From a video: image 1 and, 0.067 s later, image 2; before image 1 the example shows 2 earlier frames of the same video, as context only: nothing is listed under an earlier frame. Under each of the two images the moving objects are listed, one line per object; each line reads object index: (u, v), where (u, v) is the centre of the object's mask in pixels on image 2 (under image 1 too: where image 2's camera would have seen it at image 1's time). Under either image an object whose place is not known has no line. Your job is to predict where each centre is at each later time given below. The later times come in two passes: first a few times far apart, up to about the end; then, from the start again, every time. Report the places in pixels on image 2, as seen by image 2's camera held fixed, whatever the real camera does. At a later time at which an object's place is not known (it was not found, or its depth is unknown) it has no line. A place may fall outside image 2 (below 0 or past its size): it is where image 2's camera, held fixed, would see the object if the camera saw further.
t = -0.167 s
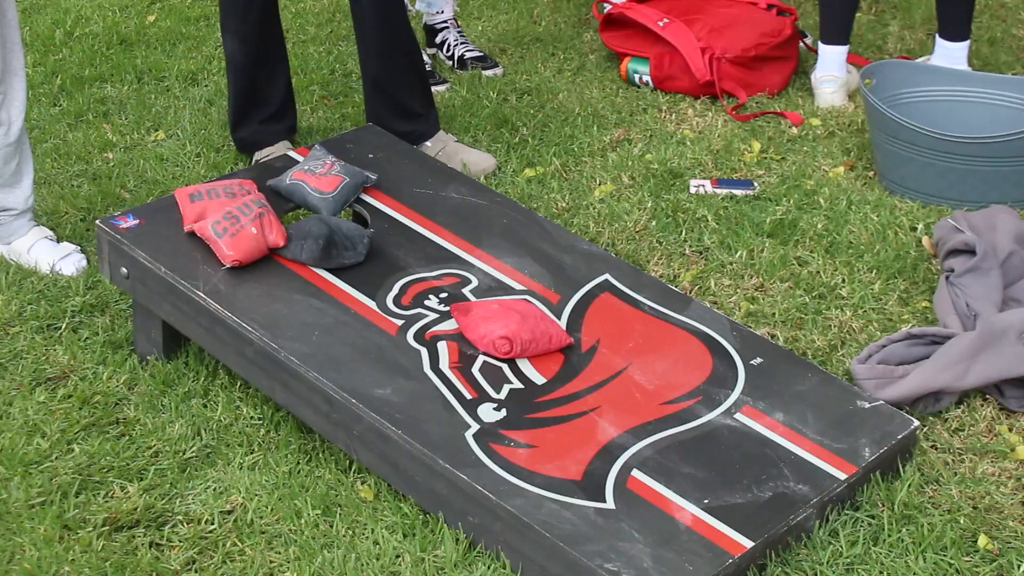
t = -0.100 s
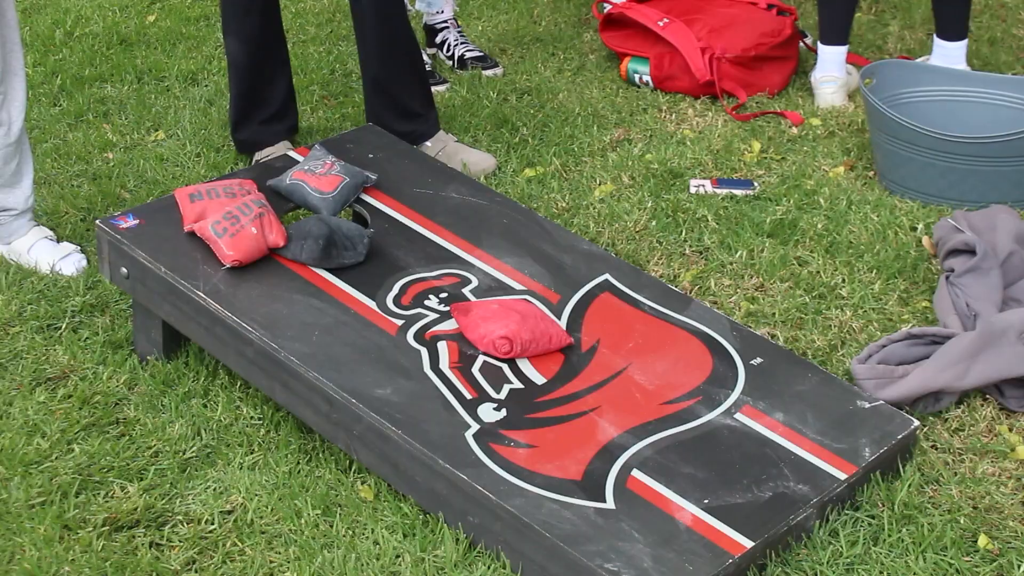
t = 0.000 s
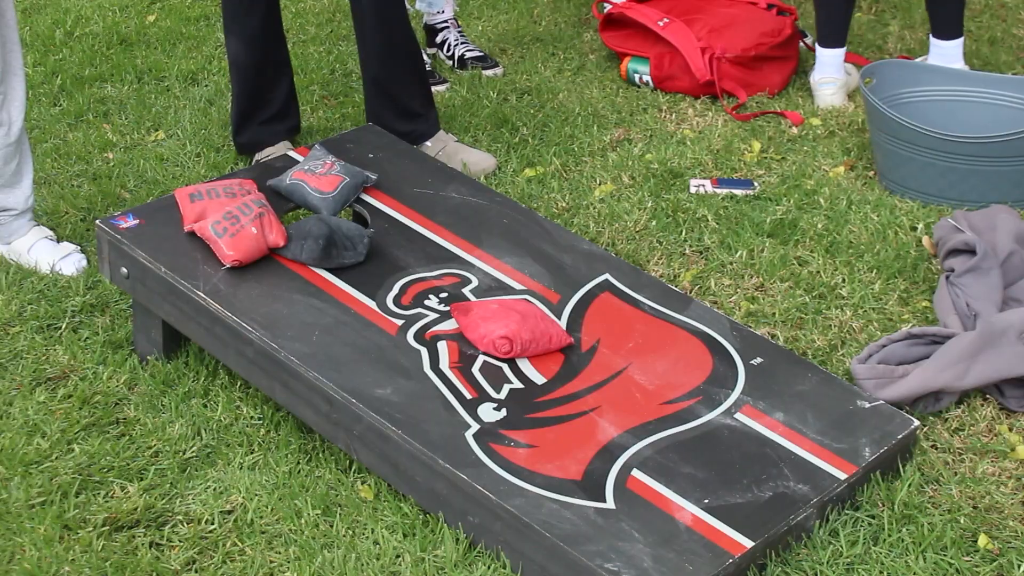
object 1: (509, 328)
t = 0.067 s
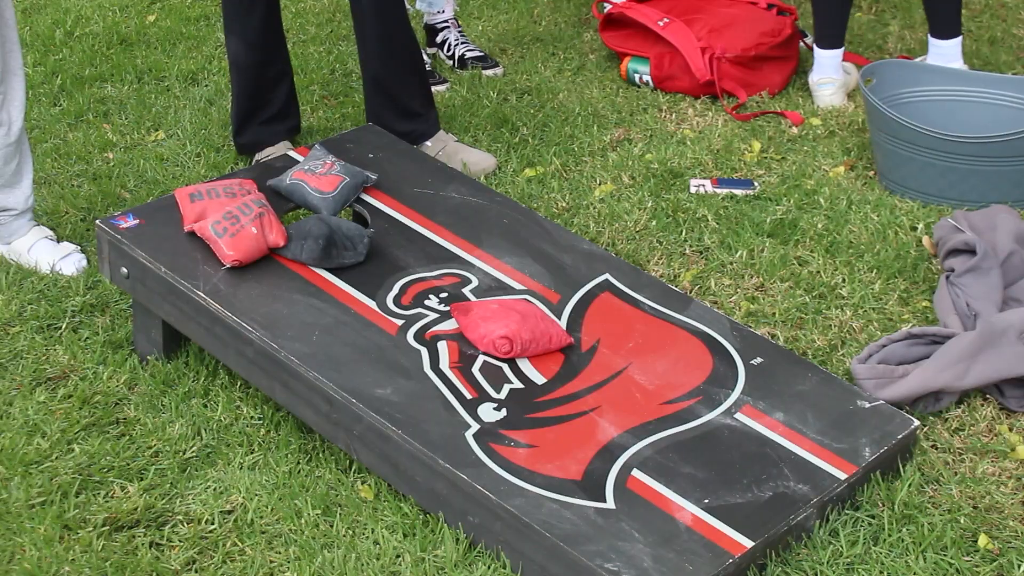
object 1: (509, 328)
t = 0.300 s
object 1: (509, 328)
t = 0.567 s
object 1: (461, 316)
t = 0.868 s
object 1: (470, 316)
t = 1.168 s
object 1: (473, 317)
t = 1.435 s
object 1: (473, 317)
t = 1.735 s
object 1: (473, 316)
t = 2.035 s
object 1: (473, 316)
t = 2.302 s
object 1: (473, 316)
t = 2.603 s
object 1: (473, 316)
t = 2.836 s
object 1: (473, 316)
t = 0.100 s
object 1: (509, 328)
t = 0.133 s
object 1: (509, 328)
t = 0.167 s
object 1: (509, 328)
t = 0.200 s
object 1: (509, 328)
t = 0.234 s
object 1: (509, 328)
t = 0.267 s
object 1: (509, 328)
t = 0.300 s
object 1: (509, 328)
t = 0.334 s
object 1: (509, 328)
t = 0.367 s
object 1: (509, 328)
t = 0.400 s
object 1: (507, 328)
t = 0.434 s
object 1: (496, 322)
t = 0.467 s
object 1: (484, 319)
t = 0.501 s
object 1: (474, 317)
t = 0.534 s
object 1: (466, 316)
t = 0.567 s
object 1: (461, 316)
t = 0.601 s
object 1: (458, 315)
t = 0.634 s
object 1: (458, 316)
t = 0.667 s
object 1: (459, 315)
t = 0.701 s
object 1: (460, 315)
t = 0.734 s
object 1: (462, 315)
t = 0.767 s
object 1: (465, 315)
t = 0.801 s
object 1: (466, 315)
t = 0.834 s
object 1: (468, 316)
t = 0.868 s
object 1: (470, 316)
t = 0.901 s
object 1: (472, 316)
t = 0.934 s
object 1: (473, 317)
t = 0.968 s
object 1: (473, 317)
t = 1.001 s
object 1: (473, 317)
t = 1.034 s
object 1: (473, 317)
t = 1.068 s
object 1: (473, 317)
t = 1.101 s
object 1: (473, 317)
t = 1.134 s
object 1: (473, 317)
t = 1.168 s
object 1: (473, 317)
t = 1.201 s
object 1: (473, 317)
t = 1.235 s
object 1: (473, 317)
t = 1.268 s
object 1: (473, 317)
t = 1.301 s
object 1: (473, 317)
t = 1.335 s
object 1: (473, 317)
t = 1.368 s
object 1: (473, 317)
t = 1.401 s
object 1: (473, 317)
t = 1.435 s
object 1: (473, 317)
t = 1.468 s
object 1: (473, 317)
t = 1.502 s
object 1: (473, 317)
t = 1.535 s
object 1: (473, 317)
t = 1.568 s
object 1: (473, 317)
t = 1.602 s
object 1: (473, 317)
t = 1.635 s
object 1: (473, 316)
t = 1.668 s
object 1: (473, 316)
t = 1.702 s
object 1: (473, 316)
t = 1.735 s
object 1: (473, 316)
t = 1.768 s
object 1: (473, 316)
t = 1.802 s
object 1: (473, 316)
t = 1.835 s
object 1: (473, 316)
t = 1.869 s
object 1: (473, 317)
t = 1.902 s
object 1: (473, 317)
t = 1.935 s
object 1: (473, 317)
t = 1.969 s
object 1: (473, 317)
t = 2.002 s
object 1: (473, 316)
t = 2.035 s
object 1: (473, 316)
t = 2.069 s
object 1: (473, 316)
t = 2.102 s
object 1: (473, 316)
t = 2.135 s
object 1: (473, 316)
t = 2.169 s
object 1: (473, 316)
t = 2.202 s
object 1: (473, 316)
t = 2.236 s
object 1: (473, 316)
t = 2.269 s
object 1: (473, 316)
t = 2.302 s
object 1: (473, 316)
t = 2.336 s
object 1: (473, 316)
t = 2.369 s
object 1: (473, 316)
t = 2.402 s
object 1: (473, 316)
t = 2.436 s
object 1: (473, 316)
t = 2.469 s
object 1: (473, 316)
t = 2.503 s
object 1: (473, 316)
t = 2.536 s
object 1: (473, 316)
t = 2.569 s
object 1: (473, 316)
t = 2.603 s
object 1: (473, 316)
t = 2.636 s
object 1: (473, 316)
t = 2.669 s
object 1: (473, 316)
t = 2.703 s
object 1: (473, 316)
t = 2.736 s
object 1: (473, 316)
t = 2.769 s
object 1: (473, 316)
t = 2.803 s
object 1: (473, 316)
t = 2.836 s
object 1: (473, 316)
